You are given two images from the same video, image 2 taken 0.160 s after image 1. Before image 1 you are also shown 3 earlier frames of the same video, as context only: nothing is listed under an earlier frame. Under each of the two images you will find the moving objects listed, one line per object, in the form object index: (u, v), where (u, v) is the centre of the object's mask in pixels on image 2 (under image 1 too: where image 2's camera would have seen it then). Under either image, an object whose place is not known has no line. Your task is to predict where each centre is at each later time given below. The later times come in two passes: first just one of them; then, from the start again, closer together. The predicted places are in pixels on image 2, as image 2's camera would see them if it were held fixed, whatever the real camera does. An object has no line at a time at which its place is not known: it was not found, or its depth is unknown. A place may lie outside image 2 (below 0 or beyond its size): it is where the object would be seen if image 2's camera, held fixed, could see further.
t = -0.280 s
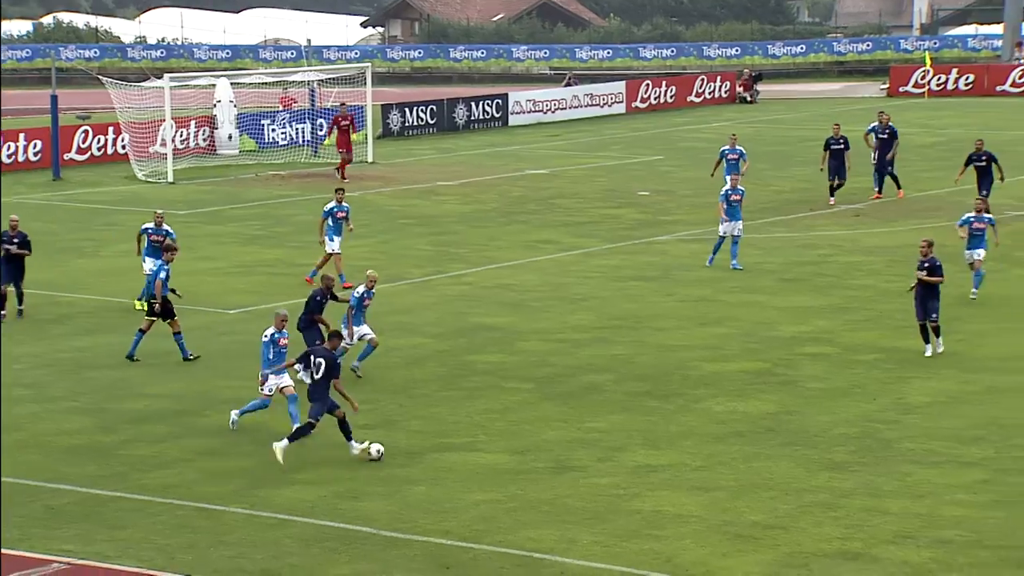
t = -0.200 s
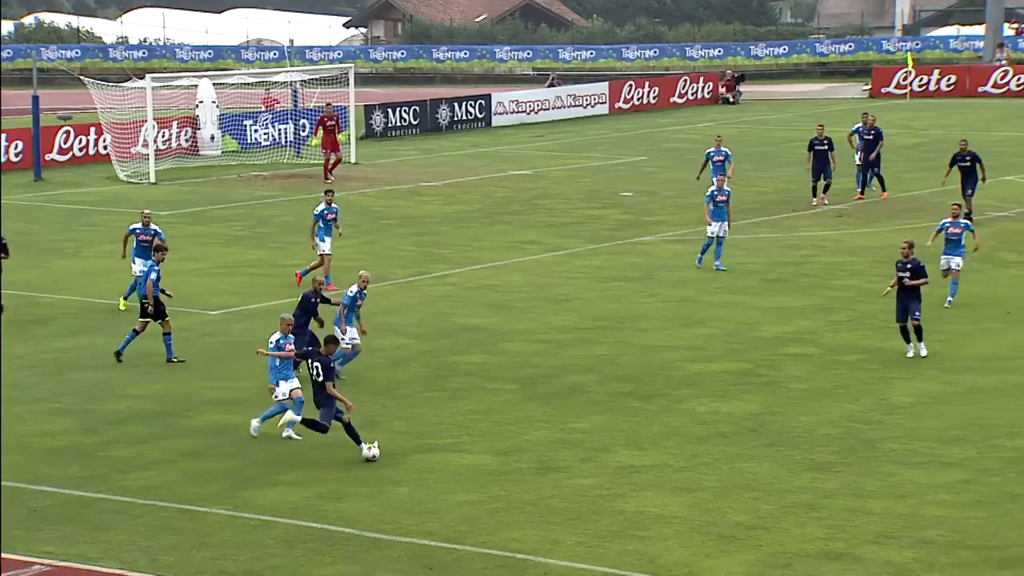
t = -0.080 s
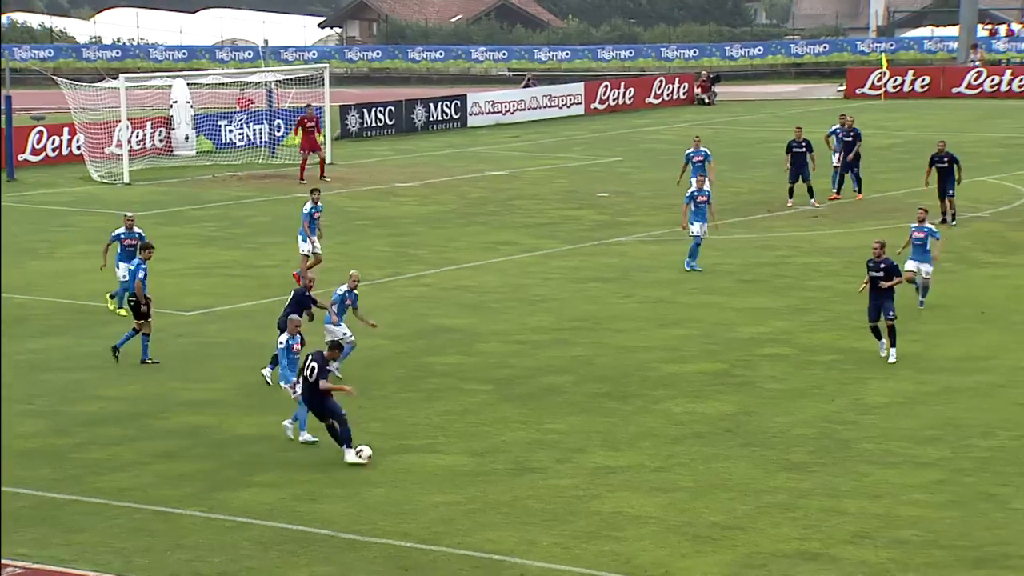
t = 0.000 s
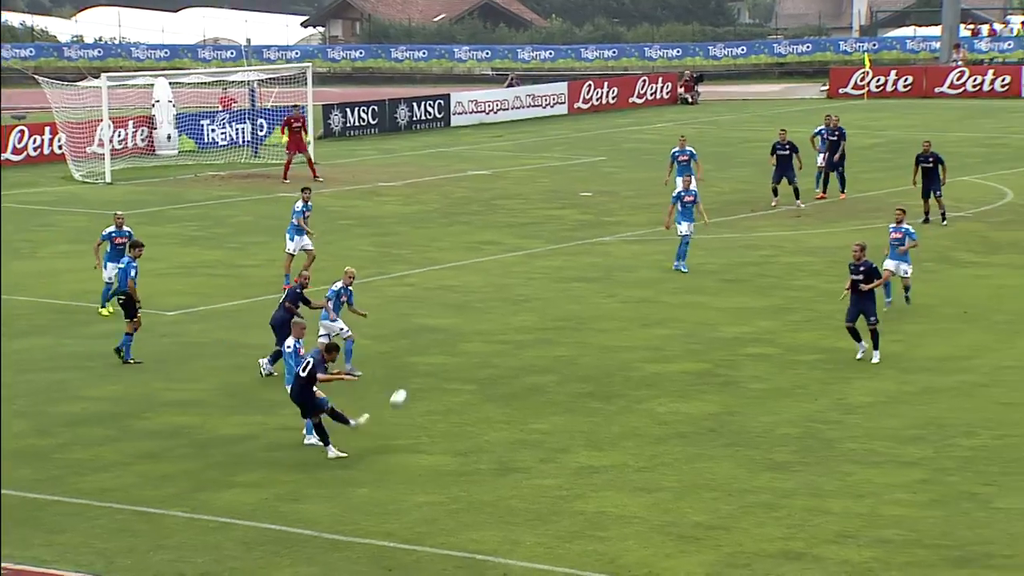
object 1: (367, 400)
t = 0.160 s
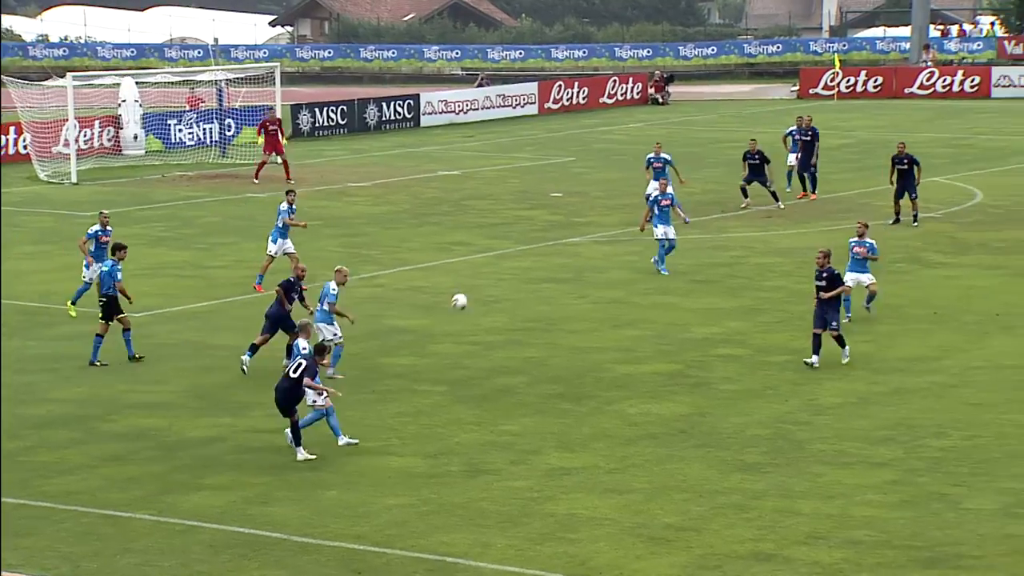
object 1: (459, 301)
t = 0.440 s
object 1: (565, 196)
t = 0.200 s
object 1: (478, 281)
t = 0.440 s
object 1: (565, 196)
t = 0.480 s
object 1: (576, 187)
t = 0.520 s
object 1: (586, 178)
